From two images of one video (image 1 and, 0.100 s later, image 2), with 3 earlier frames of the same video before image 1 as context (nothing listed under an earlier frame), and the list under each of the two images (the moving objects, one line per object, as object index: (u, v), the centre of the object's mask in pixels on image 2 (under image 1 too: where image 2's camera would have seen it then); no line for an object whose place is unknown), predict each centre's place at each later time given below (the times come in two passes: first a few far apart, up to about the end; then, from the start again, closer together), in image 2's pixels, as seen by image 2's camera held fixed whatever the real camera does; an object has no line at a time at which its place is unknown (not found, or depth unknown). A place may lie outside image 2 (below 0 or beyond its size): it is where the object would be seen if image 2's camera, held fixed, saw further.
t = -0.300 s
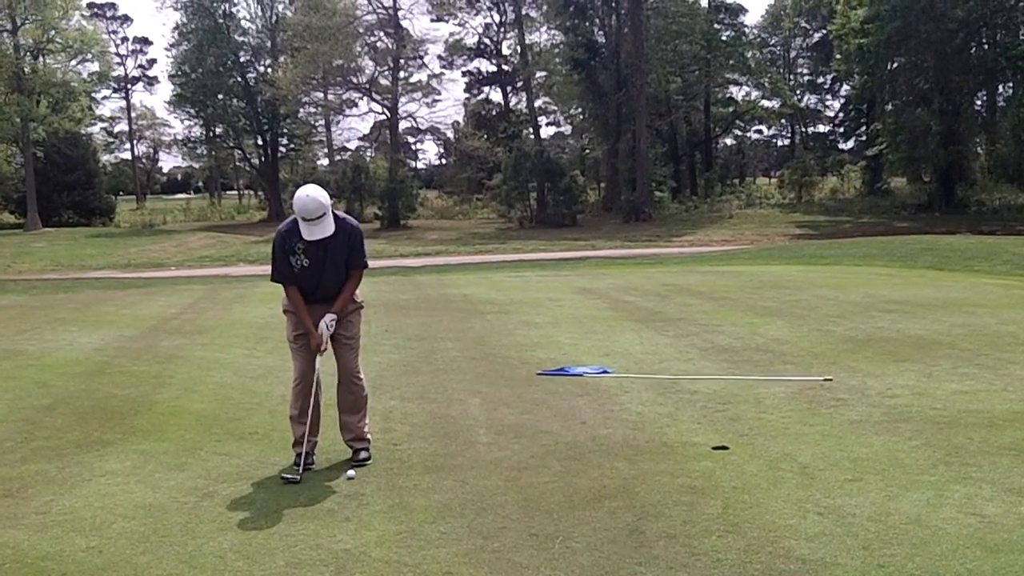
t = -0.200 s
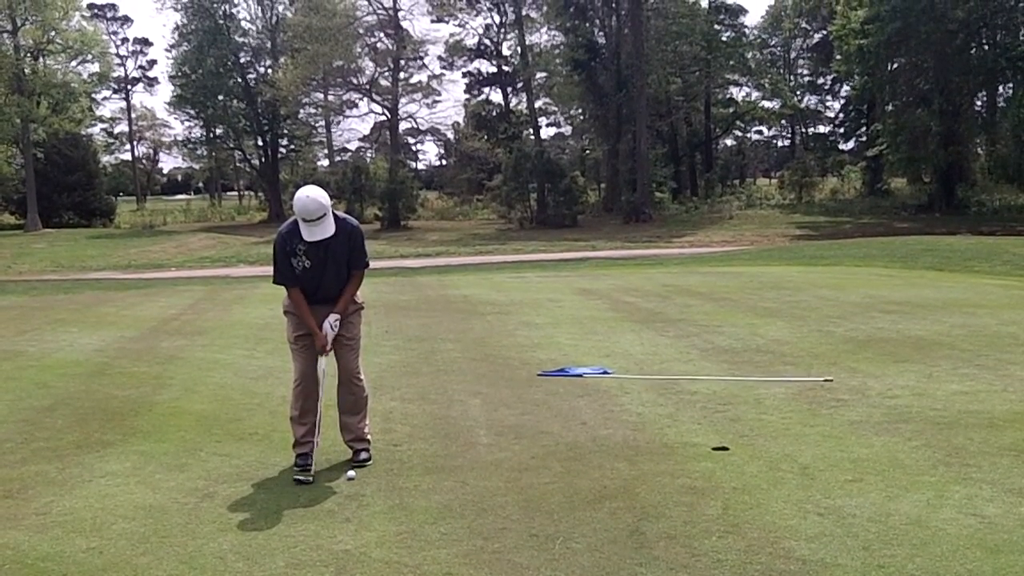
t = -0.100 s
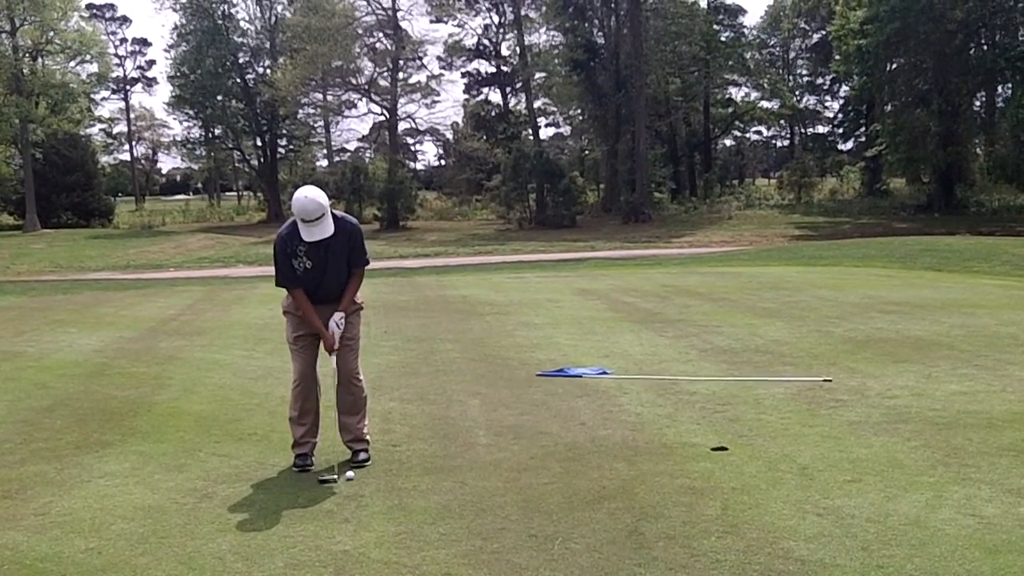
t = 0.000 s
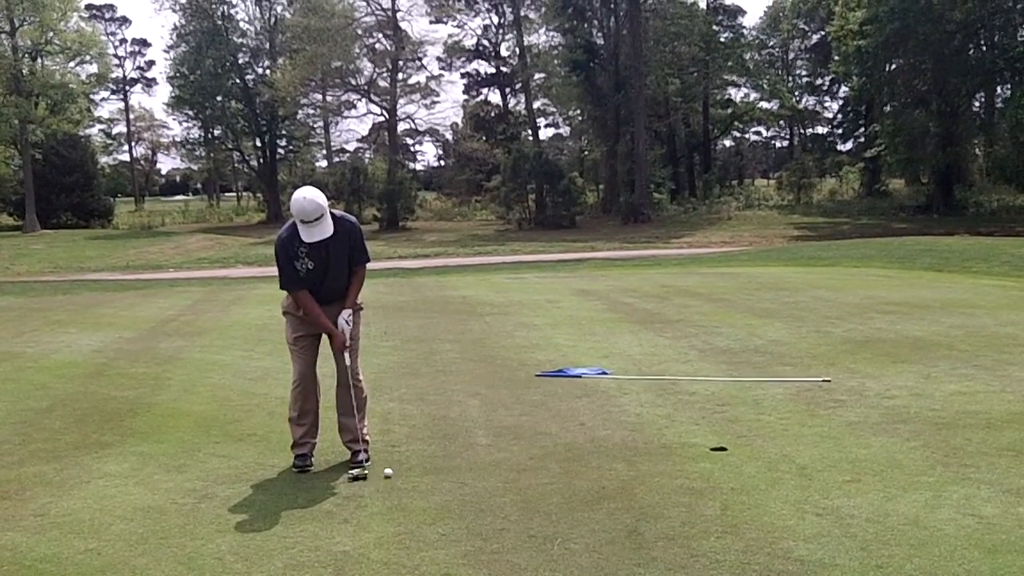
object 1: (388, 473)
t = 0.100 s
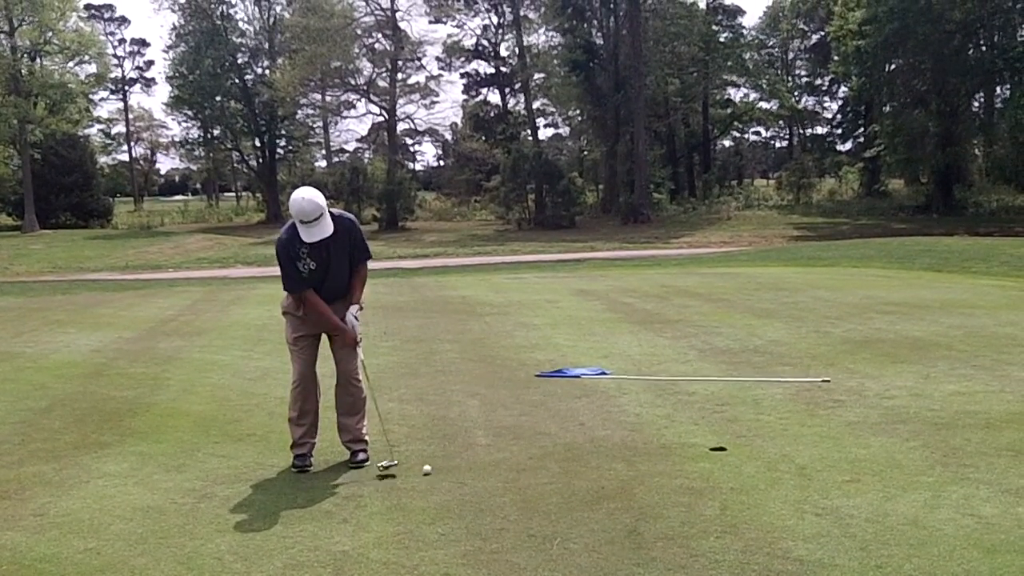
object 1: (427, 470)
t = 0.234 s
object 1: (473, 467)
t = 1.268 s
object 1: (724, 446)
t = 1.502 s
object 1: (724, 439)
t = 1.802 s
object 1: (723, 432)
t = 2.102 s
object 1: (722, 428)
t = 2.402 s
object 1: (722, 427)
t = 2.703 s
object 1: (721, 427)
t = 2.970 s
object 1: (721, 427)
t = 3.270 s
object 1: (721, 427)
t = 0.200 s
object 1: (462, 468)
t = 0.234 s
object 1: (473, 467)
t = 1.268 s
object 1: (724, 446)
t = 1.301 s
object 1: (725, 444)
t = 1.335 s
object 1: (725, 443)
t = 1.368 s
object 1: (725, 443)
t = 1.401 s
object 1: (725, 441)
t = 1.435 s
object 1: (725, 440)
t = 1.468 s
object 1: (725, 439)
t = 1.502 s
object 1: (724, 439)
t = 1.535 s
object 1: (724, 438)
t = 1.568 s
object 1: (724, 437)
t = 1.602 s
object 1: (724, 437)
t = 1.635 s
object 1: (724, 436)
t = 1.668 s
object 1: (724, 435)
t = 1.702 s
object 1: (724, 434)
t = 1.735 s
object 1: (723, 433)
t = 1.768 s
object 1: (723, 433)
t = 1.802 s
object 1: (723, 432)
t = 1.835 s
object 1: (723, 432)
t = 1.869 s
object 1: (723, 432)
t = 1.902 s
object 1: (723, 431)
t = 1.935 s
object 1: (723, 430)
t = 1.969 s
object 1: (722, 430)
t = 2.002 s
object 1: (722, 429)
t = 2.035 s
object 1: (722, 429)
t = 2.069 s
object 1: (722, 428)
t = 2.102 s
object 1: (722, 428)
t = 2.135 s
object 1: (722, 428)
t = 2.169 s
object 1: (722, 428)
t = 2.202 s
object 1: (721, 427)
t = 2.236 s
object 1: (721, 427)
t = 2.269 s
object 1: (721, 427)
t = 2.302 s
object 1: (722, 427)
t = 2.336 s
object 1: (722, 427)
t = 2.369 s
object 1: (722, 427)
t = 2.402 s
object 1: (722, 427)
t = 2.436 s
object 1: (722, 427)
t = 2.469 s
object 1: (722, 427)
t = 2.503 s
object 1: (721, 427)
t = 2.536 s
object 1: (721, 427)
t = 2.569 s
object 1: (721, 427)
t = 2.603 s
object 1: (721, 427)
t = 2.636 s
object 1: (721, 427)
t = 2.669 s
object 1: (721, 427)
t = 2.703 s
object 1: (721, 427)
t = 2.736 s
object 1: (721, 427)
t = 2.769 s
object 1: (721, 427)
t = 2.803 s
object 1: (721, 427)
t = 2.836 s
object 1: (721, 427)
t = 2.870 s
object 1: (721, 426)
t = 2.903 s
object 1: (721, 427)
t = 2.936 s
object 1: (721, 426)
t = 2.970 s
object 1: (721, 427)
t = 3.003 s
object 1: (721, 426)
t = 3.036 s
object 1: (721, 426)
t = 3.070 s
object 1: (721, 427)
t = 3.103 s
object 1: (721, 426)
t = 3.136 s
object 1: (722, 426)
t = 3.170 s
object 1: (722, 426)
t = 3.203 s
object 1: (720, 426)
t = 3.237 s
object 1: (721, 426)
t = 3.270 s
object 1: (721, 427)
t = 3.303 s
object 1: (721, 427)
